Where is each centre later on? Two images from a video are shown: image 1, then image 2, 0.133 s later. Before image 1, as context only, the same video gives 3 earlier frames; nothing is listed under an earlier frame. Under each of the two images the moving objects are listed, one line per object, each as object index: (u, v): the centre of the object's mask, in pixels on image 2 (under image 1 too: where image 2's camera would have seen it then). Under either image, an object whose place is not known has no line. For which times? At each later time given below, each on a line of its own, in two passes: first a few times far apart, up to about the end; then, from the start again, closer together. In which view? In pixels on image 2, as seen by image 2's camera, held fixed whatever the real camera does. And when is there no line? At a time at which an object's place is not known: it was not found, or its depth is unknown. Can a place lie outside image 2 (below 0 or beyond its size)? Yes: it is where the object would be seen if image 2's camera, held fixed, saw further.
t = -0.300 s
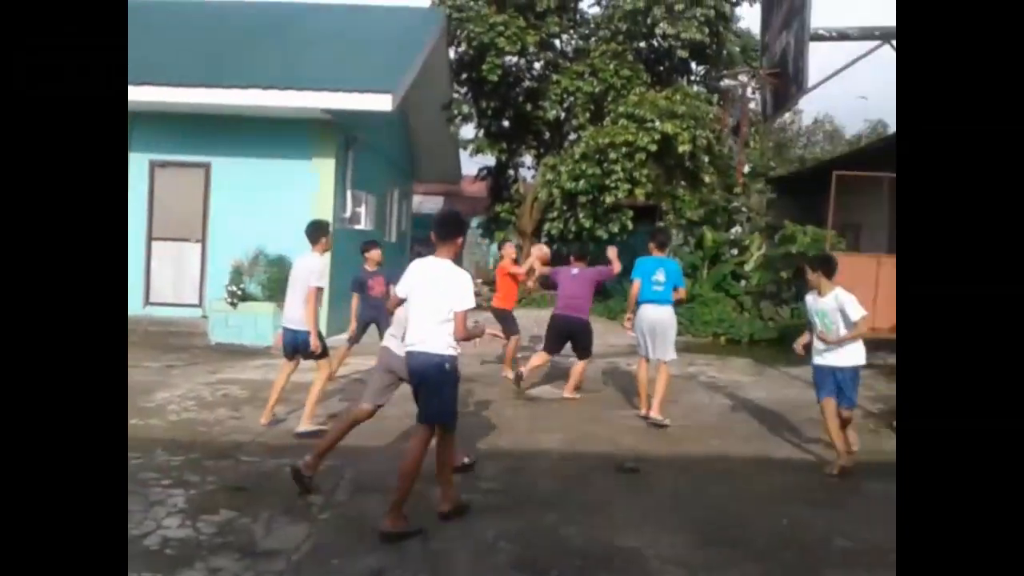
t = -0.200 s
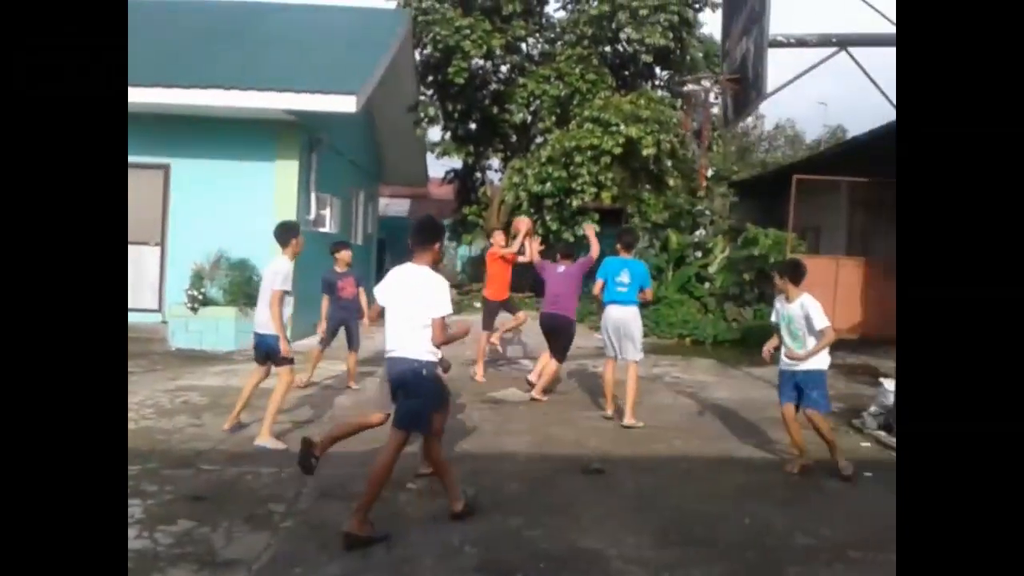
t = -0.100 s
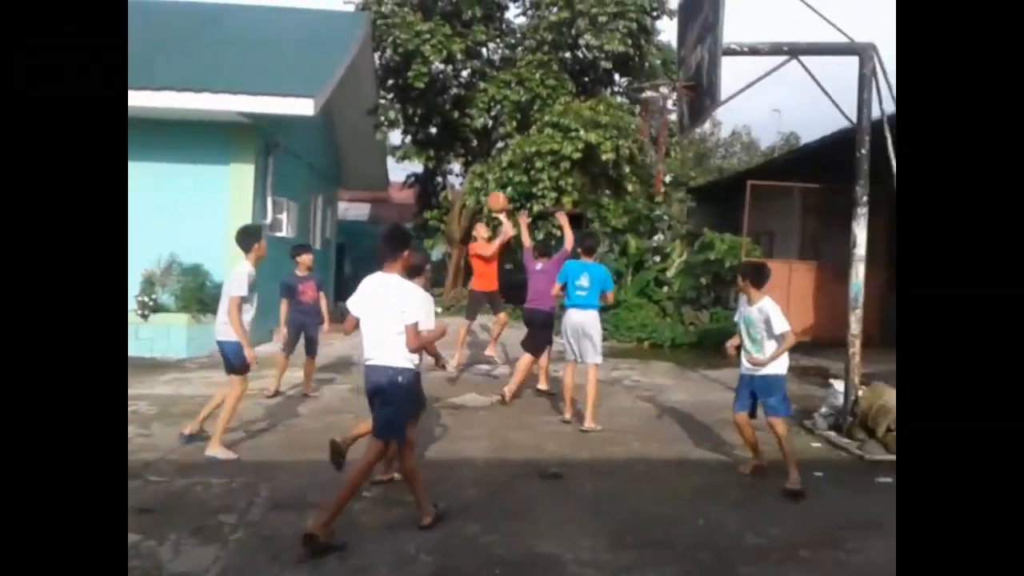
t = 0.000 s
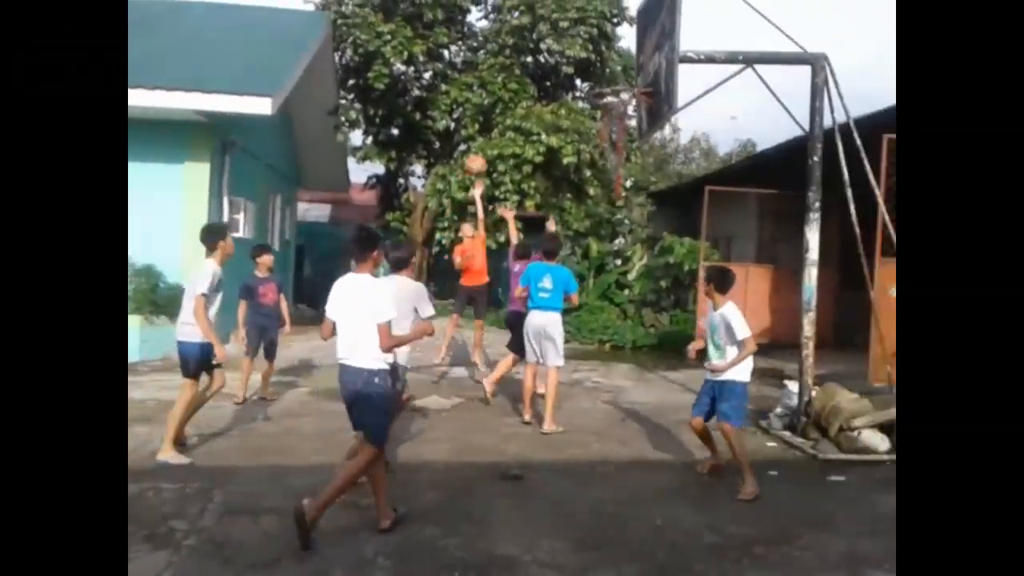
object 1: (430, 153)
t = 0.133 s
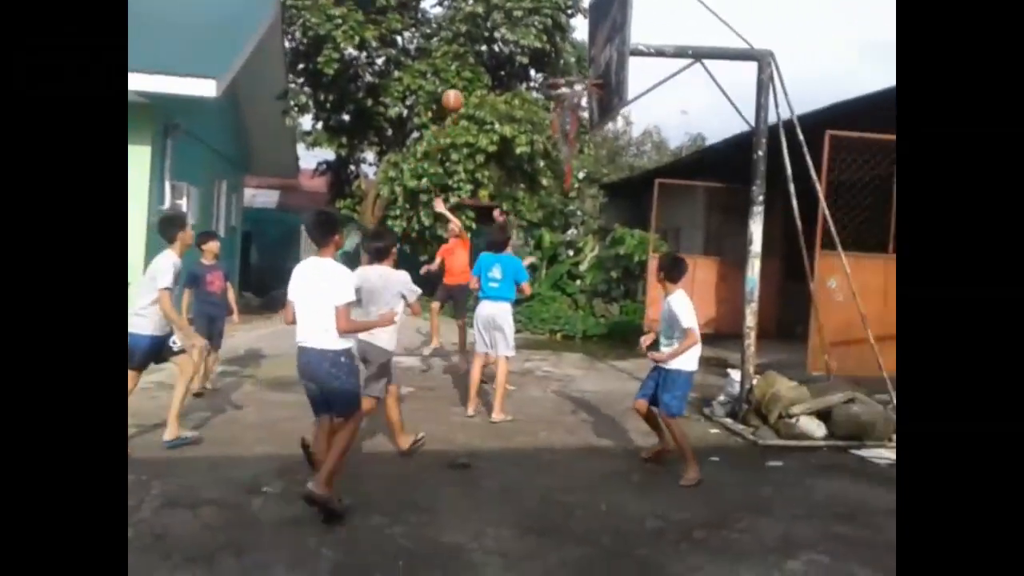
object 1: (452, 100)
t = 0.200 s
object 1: (464, 76)
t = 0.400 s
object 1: (503, 29)
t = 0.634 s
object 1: (552, 18)
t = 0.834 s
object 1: (569, 46)
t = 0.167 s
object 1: (458, 88)
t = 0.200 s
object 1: (464, 76)
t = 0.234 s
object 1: (471, 66)
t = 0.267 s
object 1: (477, 56)
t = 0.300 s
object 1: (484, 48)
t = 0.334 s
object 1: (490, 41)
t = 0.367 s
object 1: (496, 35)
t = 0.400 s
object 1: (503, 29)
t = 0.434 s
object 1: (510, 24)
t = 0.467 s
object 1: (518, 21)
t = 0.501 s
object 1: (525, 18)
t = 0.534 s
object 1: (532, 16)
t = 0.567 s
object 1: (540, 15)
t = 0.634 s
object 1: (552, 18)
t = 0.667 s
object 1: (562, 21)
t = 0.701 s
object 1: (568, 25)
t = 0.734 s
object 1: (573, 30)
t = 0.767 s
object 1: (574, 32)
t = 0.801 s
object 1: (570, 40)
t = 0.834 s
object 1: (569, 46)
